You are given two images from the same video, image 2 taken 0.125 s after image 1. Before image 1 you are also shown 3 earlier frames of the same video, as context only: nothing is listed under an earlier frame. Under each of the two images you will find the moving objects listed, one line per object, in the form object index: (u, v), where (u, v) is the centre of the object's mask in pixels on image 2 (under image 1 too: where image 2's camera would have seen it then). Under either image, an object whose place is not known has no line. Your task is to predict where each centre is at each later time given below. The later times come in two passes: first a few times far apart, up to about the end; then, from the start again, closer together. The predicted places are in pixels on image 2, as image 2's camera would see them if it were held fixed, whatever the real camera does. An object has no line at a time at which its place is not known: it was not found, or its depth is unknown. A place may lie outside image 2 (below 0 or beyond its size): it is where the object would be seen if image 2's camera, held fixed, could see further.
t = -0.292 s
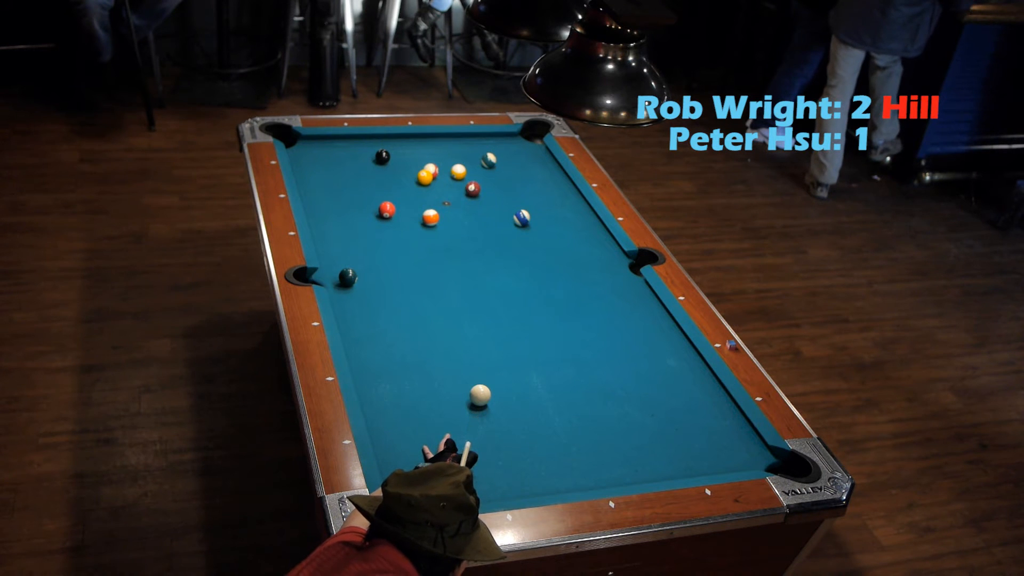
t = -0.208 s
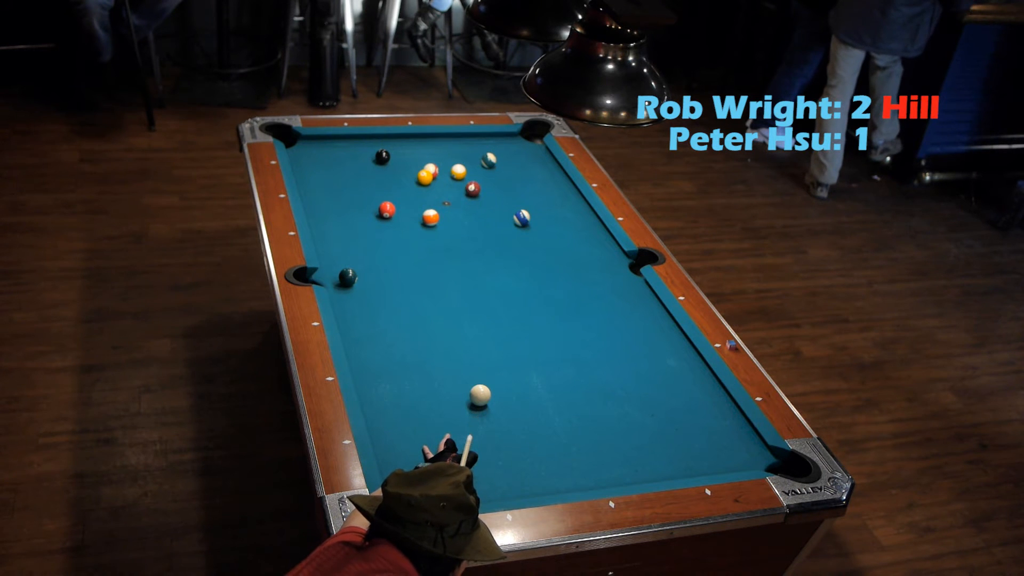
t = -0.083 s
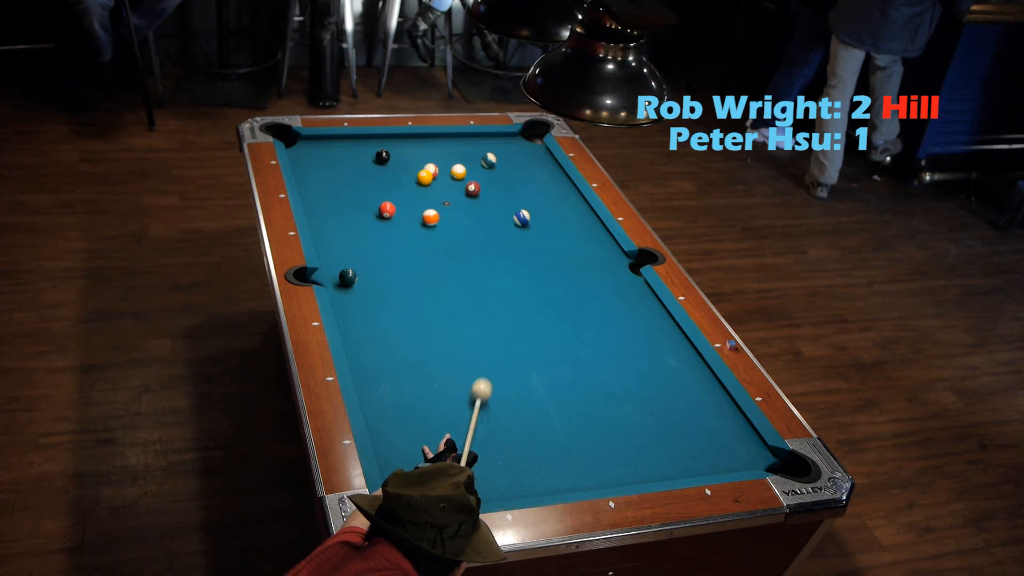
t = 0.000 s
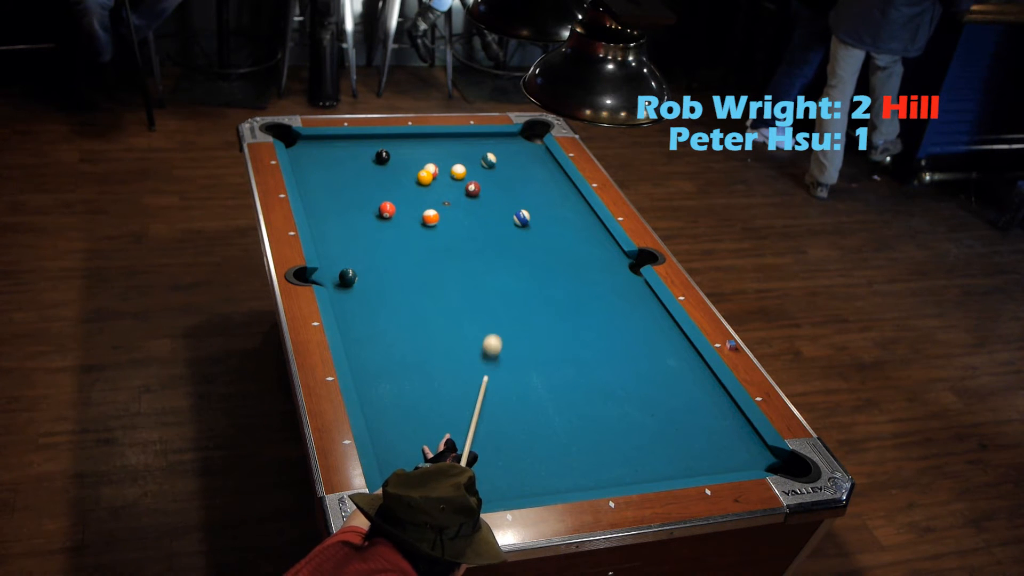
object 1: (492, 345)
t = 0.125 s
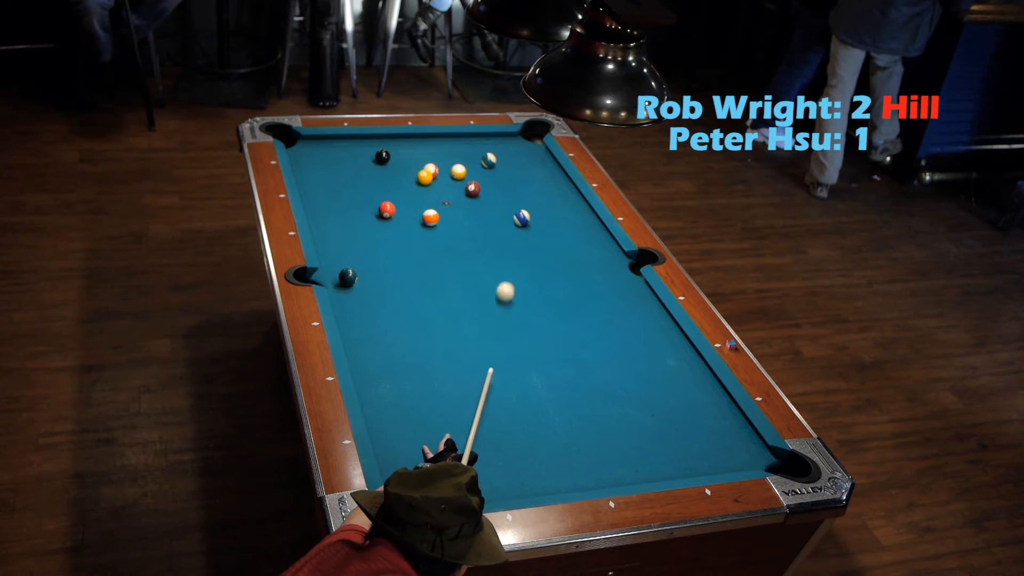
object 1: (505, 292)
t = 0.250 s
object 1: (515, 251)
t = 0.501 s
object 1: (528, 223)
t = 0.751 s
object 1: (539, 209)
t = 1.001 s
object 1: (548, 197)
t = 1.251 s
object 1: (557, 186)
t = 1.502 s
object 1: (560, 177)
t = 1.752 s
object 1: (549, 171)
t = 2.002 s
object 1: (538, 165)
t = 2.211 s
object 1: (530, 161)
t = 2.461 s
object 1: (521, 157)
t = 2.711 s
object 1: (513, 153)
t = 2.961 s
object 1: (506, 150)
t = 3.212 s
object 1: (500, 147)
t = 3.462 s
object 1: (494, 144)
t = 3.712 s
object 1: (490, 143)
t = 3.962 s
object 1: (487, 141)
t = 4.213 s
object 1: (484, 140)
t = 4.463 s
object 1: (482, 140)
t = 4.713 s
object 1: (482, 139)
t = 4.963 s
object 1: (482, 139)
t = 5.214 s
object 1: (482, 139)
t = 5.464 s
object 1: (482, 139)
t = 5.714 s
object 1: (482, 139)
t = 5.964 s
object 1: (482, 139)
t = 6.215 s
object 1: (482, 139)
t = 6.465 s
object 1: (482, 139)
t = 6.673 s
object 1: (482, 139)
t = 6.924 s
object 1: (482, 139)
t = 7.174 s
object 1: (482, 139)
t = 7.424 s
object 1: (482, 139)
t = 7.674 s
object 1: (482, 139)
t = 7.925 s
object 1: (482, 139)
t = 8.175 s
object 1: (482, 139)
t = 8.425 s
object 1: (482, 139)
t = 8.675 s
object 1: (482, 139)
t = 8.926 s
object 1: (482, 139)
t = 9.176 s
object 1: (482, 139)
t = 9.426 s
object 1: (482, 139)
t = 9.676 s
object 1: (482, 139)
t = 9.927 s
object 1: (482, 139)
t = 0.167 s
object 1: (509, 277)
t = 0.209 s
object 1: (512, 263)
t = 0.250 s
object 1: (515, 251)
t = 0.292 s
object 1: (518, 240)
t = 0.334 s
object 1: (520, 230)
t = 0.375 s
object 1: (522, 226)
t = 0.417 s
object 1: (524, 225)
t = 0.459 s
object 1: (526, 224)
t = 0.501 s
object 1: (528, 223)
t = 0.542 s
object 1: (530, 221)
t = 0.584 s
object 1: (532, 218)
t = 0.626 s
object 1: (533, 216)
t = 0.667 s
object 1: (535, 214)
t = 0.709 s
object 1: (537, 212)
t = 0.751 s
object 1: (539, 209)
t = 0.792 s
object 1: (540, 207)
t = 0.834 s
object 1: (542, 205)
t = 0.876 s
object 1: (543, 203)
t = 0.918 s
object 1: (545, 201)
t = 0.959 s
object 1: (547, 199)
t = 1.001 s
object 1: (548, 197)
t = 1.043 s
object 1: (550, 195)
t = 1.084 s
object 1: (551, 193)
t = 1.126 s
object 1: (553, 192)
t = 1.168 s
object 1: (554, 190)
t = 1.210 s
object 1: (556, 188)
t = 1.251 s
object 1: (557, 186)
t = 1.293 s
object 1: (558, 184)
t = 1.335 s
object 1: (560, 183)
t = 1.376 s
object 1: (561, 181)
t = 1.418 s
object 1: (562, 179)
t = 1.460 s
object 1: (562, 178)
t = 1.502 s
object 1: (560, 177)
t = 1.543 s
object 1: (558, 176)
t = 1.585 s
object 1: (556, 174)
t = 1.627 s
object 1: (554, 173)
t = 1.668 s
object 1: (552, 173)
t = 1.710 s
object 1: (551, 171)
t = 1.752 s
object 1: (549, 171)
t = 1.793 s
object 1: (547, 170)
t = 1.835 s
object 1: (545, 169)
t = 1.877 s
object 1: (543, 168)
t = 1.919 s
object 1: (541, 167)
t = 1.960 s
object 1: (540, 166)
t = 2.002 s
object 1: (538, 165)
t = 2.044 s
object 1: (536, 164)
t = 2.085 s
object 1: (535, 163)
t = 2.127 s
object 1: (533, 163)
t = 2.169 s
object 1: (531, 162)
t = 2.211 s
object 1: (530, 161)
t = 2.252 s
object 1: (528, 160)
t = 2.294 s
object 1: (527, 160)
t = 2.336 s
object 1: (525, 159)
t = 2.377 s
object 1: (524, 158)
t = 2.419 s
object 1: (522, 157)
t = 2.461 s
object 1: (521, 157)
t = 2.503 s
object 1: (519, 156)
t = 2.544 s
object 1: (518, 155)
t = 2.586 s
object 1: (517, 155)
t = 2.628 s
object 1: (515, 154)
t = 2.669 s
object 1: (514, 154)
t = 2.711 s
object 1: (513, 153)
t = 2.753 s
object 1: (512, 152)
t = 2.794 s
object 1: (510, 152)
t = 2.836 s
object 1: (509, 151)
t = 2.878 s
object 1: (508, 151)
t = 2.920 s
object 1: (507, 150)
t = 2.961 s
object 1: (506, 150)
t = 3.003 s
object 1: (505, 149)
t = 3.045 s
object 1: (504, 149)
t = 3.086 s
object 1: (503, 148)
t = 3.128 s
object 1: (502, 148)
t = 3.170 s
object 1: (501, 147)
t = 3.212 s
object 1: (500, 147)
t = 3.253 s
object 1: (499, 146)
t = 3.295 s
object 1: (498, 146)
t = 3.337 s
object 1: (497, 145)
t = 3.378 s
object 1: (496, 145)
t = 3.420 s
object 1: (495, 145)
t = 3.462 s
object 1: (494, 144)
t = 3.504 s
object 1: (494, 144)
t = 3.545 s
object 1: (493, 144)
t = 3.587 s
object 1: (492, 143)
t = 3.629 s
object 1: (492, 143)
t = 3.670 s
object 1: (491, 143)
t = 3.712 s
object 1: (490, 143)
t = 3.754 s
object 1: (490, 142)
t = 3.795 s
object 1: (489, 142)
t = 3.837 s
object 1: (488, 142)
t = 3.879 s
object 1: (488, 141)
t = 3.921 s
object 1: (487, 141)
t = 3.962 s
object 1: (487, 141)
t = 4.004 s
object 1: (486, 141)
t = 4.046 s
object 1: (486, 141)
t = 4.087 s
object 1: (485, 141)
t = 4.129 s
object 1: (485, 140)
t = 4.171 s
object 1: (484, 140)
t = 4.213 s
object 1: (484, 140)
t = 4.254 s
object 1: (484, 140)
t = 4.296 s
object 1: (483, 140)
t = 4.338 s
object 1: (483, 140)
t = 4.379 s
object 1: (483, 140)
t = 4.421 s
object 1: (482, 140)
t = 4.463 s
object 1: (482, 140)
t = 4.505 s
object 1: (482, 140)
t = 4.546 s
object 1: (482, 139)
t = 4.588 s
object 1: (482, 139)
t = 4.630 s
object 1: (482, 139)
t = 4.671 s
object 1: (482, 139)
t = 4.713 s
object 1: (482, 139)
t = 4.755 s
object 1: (482, 139)
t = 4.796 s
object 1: (482, 139)
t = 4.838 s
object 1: (482, 139)
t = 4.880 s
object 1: (482, 139)
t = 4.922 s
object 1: (482, 139)
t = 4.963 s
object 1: (482, 139)
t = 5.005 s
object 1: (482, 139)
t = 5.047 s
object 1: (482, 139)
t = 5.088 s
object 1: (482, 139)
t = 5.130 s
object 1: (482, 139)
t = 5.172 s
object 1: (482, 139)
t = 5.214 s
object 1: (482, 139)
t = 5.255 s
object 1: (482, 139)
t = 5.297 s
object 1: (482, 139)
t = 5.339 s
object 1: (482, 139)
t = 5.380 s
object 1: (482, 139)
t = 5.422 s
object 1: (482, 139)
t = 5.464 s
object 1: (482, 139)
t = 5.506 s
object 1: (482, 139)
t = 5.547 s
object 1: (482, 139)
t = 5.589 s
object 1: (482, 139)
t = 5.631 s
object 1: (482, 139)
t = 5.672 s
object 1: (482, 139)
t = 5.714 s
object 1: (482, 139)
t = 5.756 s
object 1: (482, 139)
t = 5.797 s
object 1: (482, 139)
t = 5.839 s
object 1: (482, 139)
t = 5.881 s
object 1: (482, 139)
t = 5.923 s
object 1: (482, 139)
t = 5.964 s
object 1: (482, 139)
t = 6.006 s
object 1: (482, 139)
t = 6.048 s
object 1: (482, 139)
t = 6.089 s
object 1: (482, 139)
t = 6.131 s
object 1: (482, 139)
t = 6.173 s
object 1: (482, 139)
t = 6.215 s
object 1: (482, 139)
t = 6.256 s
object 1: (482, 139)
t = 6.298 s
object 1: (482, 139)
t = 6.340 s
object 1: (482, 139)
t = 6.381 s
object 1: (482, 139)
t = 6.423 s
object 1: (482, 139)
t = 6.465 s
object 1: (482, 139)
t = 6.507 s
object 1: (482, 139)
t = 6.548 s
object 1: (482, 139)
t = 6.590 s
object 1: (482, 139)
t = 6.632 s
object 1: (482, 139)
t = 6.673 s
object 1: (482, 139)
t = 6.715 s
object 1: (482, 139)
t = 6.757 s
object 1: (482, 139)
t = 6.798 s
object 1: (482, 139)
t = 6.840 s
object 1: (482, 139)
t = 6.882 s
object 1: (482, 139)
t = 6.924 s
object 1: (482, 139)
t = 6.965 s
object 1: (482, 139)
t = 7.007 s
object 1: (482, 139)
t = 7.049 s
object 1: (482, 139)
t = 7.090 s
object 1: (482, 139)
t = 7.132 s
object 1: (482, 139)
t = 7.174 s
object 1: (482, 139)
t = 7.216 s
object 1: (482, 139)
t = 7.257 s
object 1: (482, 139)
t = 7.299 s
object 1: (482, 139)
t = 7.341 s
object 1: (482, 139)
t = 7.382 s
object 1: (482, 139)
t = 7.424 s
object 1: (482, 139)
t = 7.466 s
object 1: (482, 139)
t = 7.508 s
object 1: (482, 139)
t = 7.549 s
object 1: (482, 139)
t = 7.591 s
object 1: (482, 139)
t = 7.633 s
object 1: (482, 139)
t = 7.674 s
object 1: (482, 139)
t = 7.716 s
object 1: (482, 139)
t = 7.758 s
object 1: (482, 139)
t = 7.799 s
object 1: (482, 139)
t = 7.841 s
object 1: (482, 139)
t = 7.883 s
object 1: (482, 139)
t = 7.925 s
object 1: (482, 139)
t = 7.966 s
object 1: (482, 139)
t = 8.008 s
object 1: (482, 139)
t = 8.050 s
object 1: (482, 139)
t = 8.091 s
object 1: (482, 139)
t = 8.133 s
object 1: (482, 139)
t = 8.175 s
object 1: (482, 139)
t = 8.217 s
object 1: (482, 139)
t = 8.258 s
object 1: (482, 139)
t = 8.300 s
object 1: (482, 139)
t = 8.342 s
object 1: (482, 139)
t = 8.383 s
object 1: (482, 139)
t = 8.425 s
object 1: (482, 139)
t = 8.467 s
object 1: (482, 139)
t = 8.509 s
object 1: (482, 139)
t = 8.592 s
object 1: (482, 139)
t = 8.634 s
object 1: (482, 139)
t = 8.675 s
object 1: (482, 139)
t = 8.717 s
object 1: (482, 139)
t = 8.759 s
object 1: (482, 139)
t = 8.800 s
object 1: (482, 139)
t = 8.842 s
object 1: (482, 139)
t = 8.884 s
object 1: (482, 139)
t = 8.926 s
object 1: (482, 139)
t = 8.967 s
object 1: (482, 139)
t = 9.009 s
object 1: (482, 139)
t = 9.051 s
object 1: (482, 139)
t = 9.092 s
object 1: (482, 139)
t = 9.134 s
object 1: (482, 139)
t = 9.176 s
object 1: (482, 139)
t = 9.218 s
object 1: (482, 139)
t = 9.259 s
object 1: (482, 139)
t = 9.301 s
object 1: (482, 139)
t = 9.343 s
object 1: (482, 139)
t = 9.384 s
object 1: (482, 139)
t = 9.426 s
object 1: (482, 139)
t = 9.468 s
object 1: (482, 139)
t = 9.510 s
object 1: (482, 139)
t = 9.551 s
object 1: (482, 139)
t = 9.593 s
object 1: (482, 139)
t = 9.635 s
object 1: (482, 139)
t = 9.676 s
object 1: (482, 139)
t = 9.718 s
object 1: (482, 139)
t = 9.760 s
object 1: (482, 139)
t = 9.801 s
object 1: (482, 139)
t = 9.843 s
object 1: (482, 139)
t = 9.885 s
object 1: (482, 139)
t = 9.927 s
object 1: (482, 139)
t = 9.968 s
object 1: (482, 139)
